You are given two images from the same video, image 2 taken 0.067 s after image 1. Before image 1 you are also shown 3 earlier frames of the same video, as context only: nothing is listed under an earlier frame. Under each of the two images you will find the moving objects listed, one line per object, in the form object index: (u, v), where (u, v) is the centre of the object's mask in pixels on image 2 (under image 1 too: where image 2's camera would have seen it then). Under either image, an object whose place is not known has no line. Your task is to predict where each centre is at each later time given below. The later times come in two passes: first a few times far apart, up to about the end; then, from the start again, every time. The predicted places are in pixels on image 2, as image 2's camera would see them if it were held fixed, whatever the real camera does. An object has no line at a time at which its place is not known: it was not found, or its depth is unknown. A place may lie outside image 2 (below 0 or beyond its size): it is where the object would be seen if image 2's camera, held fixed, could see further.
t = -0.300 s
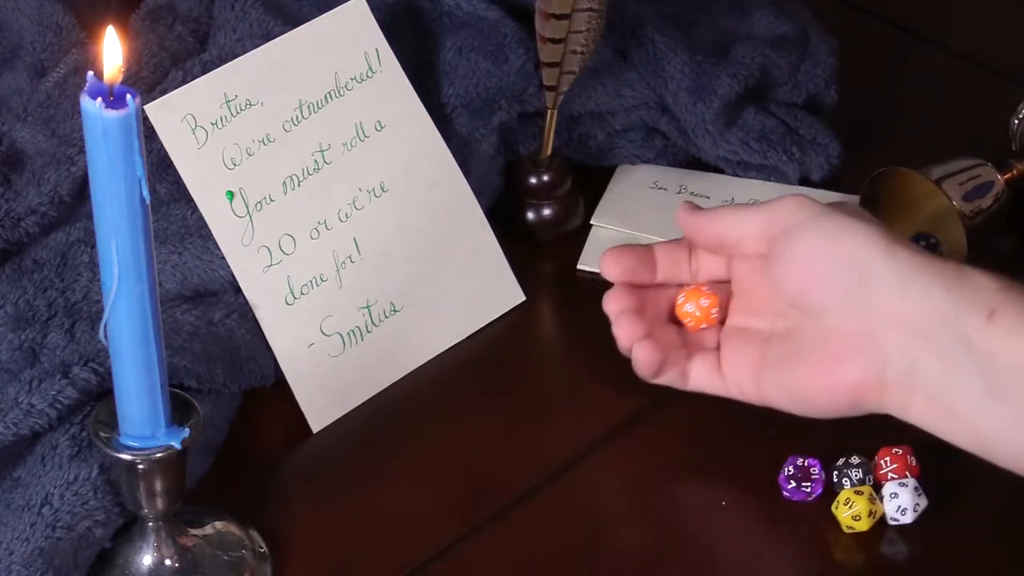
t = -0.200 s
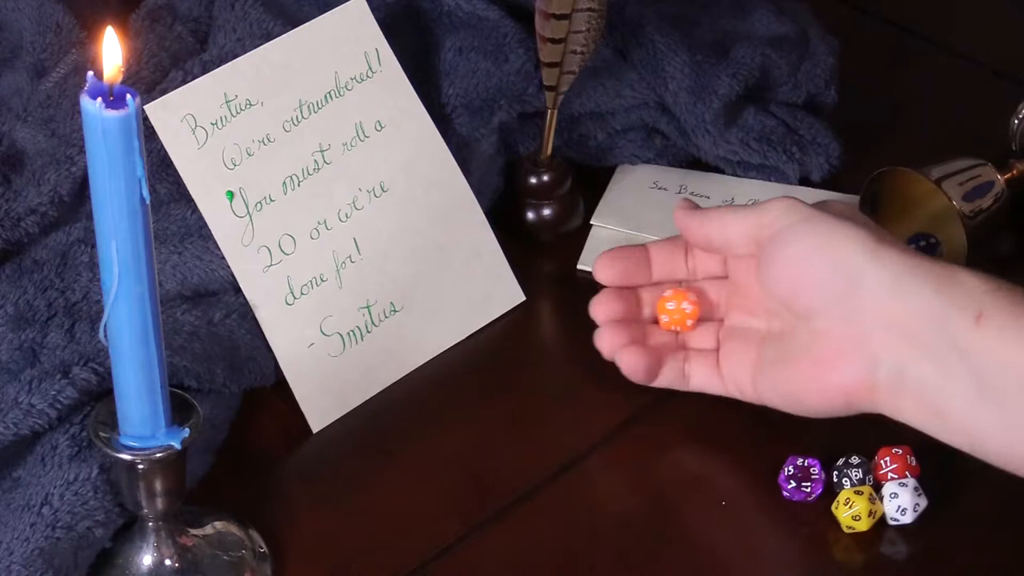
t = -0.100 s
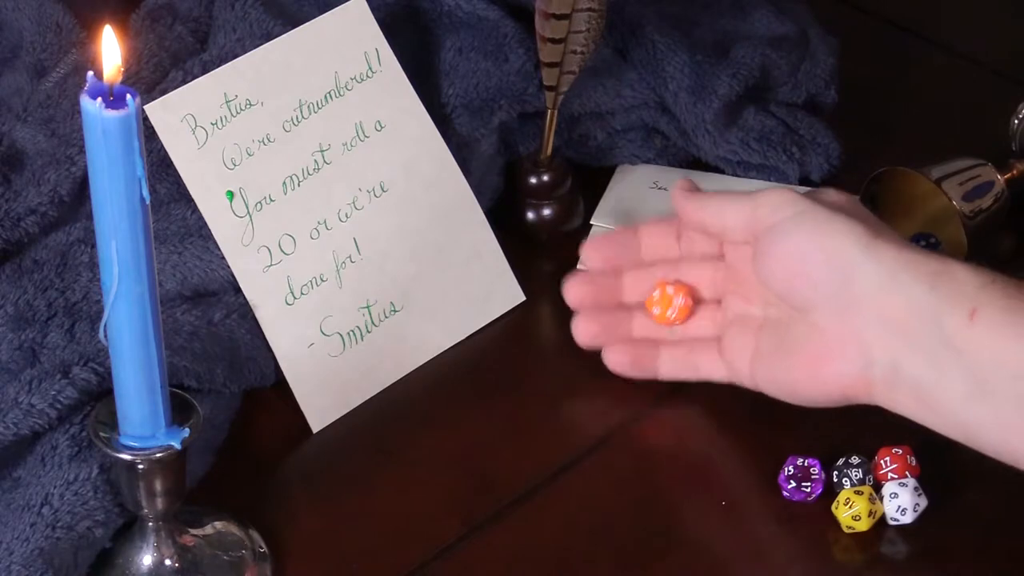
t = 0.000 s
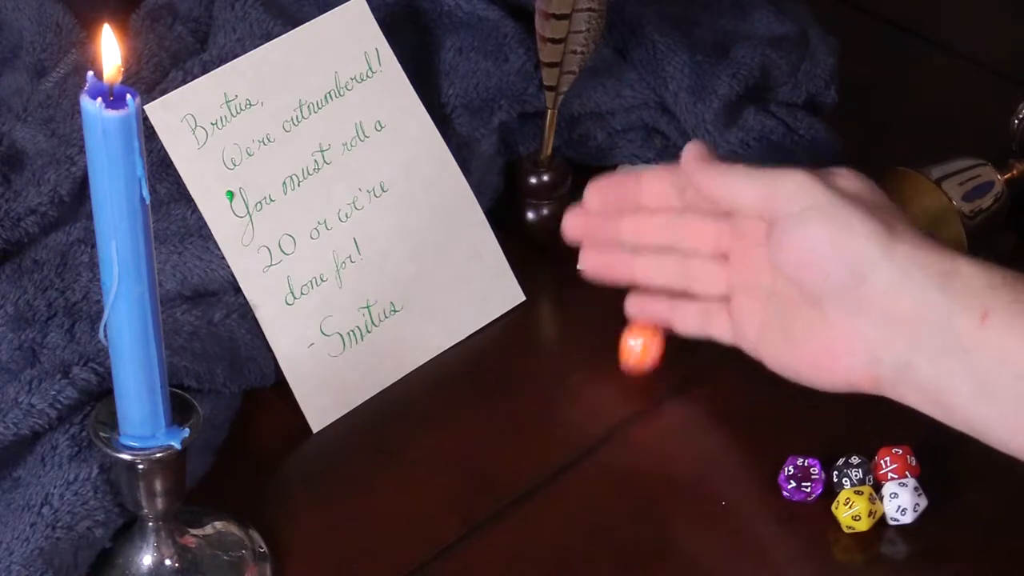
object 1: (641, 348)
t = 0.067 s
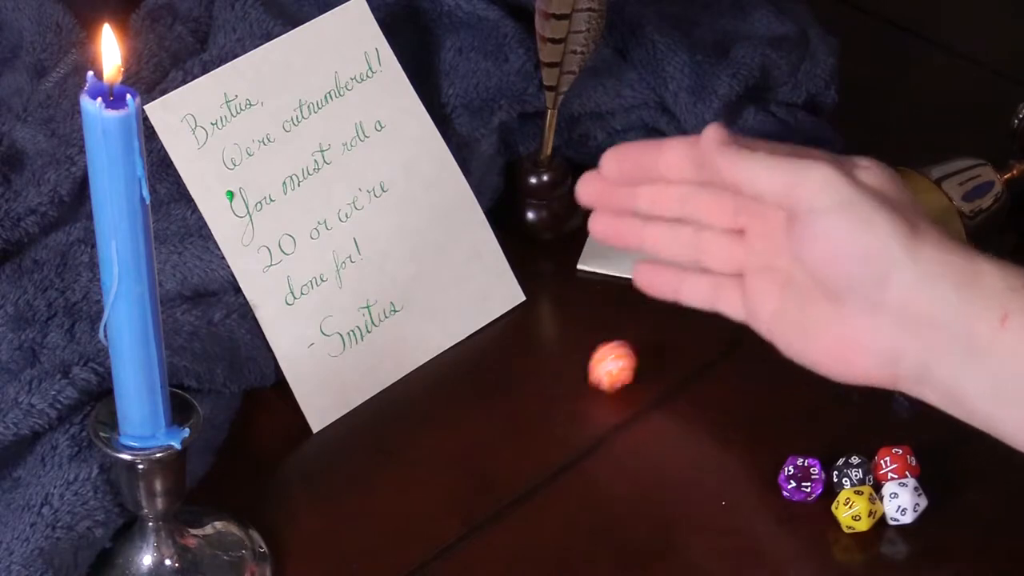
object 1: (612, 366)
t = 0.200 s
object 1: (544, 391)
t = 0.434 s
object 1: (453, 438)
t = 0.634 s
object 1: (409, 458)
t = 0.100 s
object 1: (595, 367)
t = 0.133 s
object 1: (579, 378)
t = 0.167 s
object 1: (561, 384)
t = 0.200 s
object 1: (544, 391)
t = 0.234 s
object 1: (527, 400)
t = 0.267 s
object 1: (513, 408)
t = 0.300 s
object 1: (499, 414)
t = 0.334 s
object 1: (485, 419)
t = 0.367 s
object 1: (472, 426)
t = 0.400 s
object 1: (461, 431)
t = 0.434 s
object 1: (453, 438)
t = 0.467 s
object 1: (446, 444)
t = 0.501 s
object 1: (441, 449)
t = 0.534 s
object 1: (433, 454)
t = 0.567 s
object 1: (424, 456)
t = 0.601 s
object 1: (417, 458)
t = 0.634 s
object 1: (409, 458)
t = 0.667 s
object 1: (404, 458)
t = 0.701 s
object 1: (402, 458)
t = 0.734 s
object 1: (402, 458)
